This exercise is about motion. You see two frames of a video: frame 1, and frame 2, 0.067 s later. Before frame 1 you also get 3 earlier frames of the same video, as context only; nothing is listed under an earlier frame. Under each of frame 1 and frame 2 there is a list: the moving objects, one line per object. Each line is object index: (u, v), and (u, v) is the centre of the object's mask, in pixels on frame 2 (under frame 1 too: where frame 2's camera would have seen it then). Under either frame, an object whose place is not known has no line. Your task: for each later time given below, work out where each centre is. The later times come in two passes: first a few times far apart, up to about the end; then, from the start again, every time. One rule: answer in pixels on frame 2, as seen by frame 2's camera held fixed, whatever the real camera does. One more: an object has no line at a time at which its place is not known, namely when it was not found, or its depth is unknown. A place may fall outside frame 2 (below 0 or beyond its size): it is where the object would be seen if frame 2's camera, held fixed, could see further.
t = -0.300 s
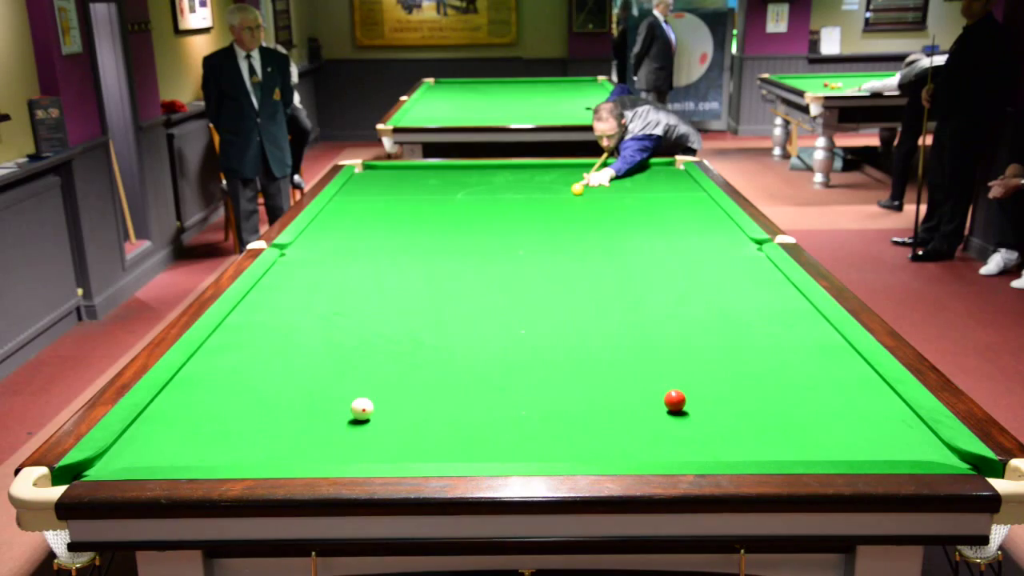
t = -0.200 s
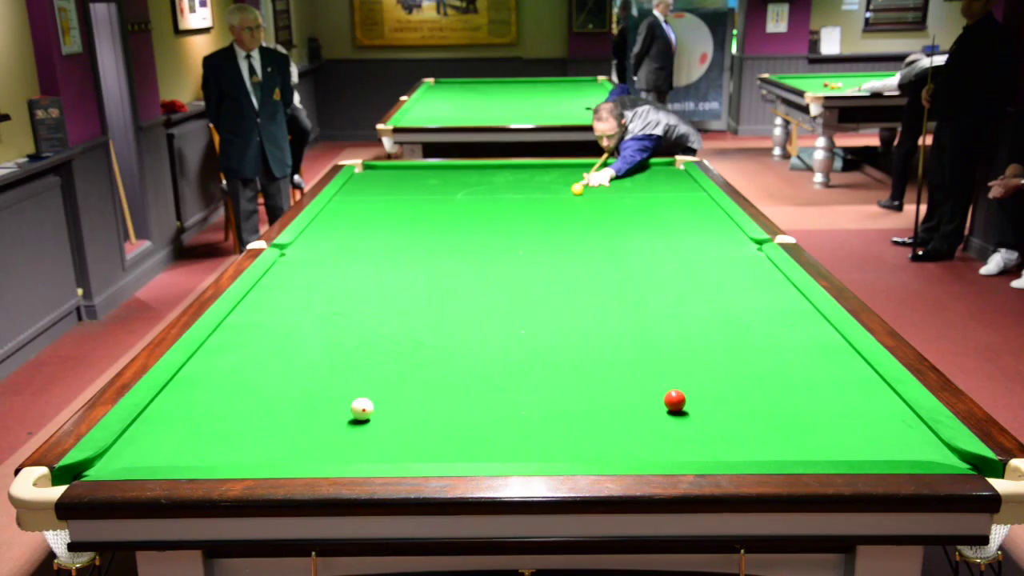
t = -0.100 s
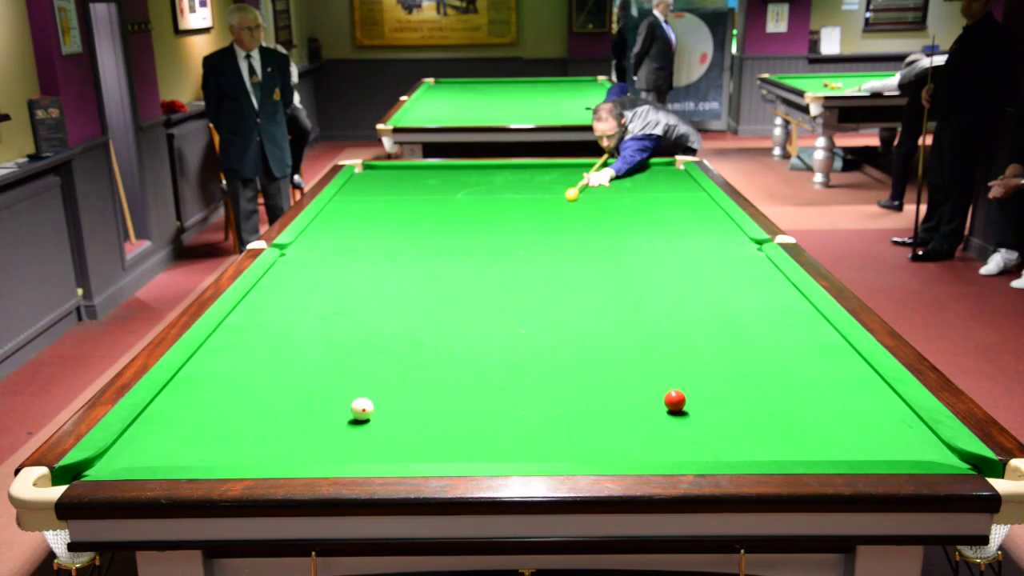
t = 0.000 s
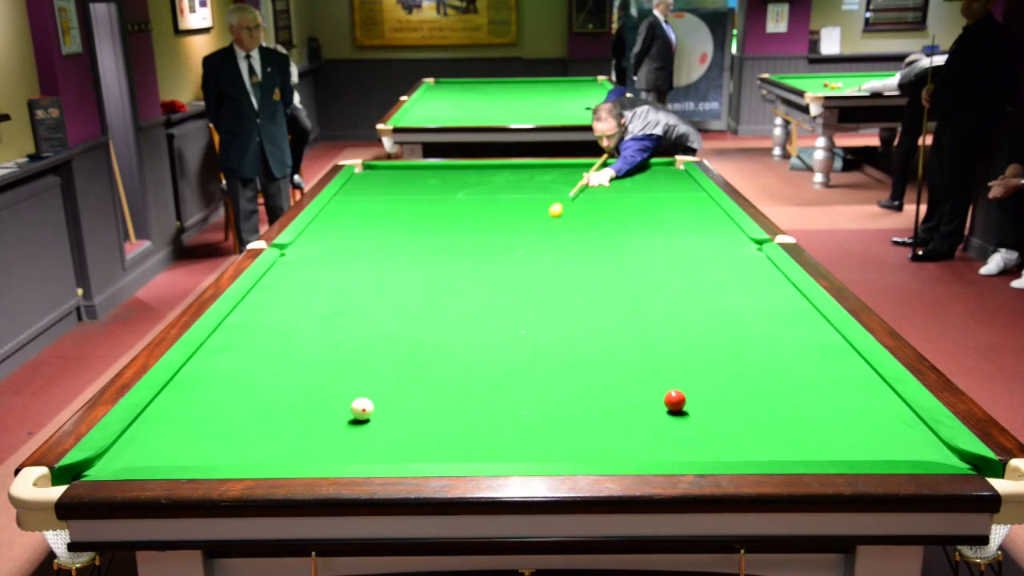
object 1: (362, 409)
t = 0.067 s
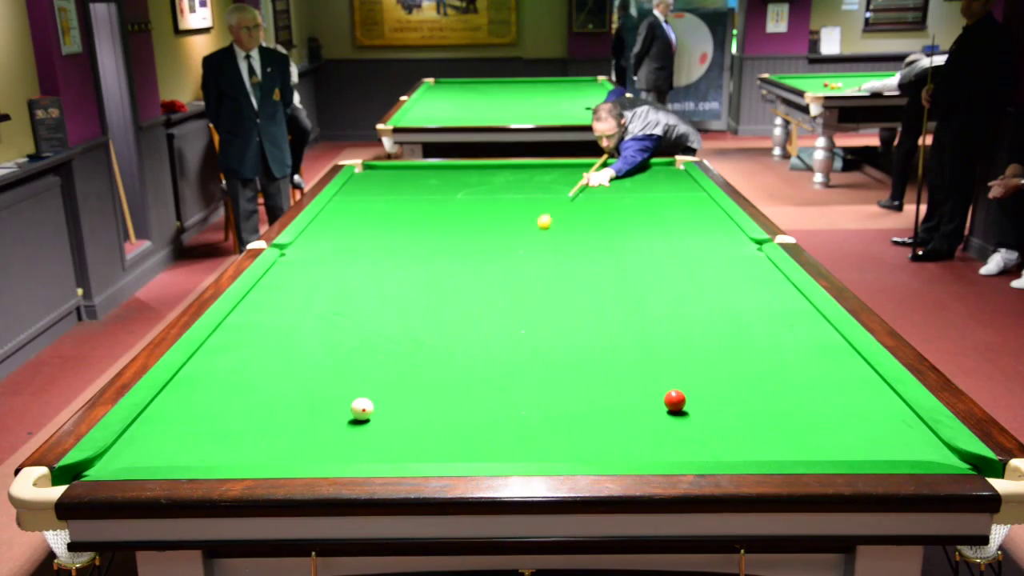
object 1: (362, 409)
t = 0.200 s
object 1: (362, 409)
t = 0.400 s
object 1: (362, 409)
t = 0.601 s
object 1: (362, 409)
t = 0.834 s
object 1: (361, 451)
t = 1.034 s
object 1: (388, 408)
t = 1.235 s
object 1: (410, 364)
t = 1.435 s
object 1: (427, 329)
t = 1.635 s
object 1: (441, 300)
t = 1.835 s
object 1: (452, 276)
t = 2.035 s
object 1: (463, 256)
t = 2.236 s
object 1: (471, 239)
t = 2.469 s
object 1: (480, 221)
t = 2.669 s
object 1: (487, 208)
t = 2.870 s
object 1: (492, 197)
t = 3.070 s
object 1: (497, 186)
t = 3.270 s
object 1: (502, 177)
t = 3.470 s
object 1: (506, 169)
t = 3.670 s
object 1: (509, 166)
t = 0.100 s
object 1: (362, 409)
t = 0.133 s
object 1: (362, 409)
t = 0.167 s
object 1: (362, 409)
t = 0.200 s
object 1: (362, 409)
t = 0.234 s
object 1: (362, 409)
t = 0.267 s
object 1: (362, 409)
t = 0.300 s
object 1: (362, 409)
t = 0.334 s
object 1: (362, 409)
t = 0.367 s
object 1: (362, 409)
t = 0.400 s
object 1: (362, 409)
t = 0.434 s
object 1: (362, 409)
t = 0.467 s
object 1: (362, 409)
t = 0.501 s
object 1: (362, 409)
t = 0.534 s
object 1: (362, 409)
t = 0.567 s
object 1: (362, 409)
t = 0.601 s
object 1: (362, 409)
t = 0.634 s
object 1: (362, 409)
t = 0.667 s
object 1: (362, 409)
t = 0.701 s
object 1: (362, 409)
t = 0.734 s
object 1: (361, 410)
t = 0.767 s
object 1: (361, 422)
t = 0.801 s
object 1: (361, 437)
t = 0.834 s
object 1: (361, 451)
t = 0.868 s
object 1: (363, 454)
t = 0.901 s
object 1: (369, 447)
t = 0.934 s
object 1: (374, 435)
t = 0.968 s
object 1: (379, 425)
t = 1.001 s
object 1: (383, 416)
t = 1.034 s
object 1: (388, 408)
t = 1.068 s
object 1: (391, 400)
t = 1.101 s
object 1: (395, 392)
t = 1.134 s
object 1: (399, 384)
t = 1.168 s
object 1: (403, 377)
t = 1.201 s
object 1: (406, 371)
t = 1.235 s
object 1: (410, 364)
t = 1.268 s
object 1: (413, 357)
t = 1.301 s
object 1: (415, 351)
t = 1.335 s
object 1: (418, 345)
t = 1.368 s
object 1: (421, 340)
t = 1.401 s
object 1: (424, 334)
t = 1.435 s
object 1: (427, 329)
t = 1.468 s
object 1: (429, 323)
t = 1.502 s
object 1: (432, 318)
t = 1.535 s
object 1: (434, 314)
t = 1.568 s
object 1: (437, 309)
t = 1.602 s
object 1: (439, 304)
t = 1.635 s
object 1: (441, 300)
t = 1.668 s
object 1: (443, 296)
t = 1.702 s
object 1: (445, 292)
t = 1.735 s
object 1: (447, 288)
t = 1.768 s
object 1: (449, 284)
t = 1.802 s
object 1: (451, 280)
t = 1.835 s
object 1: (452, 276)
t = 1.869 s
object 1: (455, 273)
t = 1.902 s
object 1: (456, 269)
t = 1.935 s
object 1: (458, 266)
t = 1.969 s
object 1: (460, 262)
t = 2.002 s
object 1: (461, 259)
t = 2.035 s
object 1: (463, 256)
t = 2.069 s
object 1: (464, 253)
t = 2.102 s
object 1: (466, 250)
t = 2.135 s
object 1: (467, 247)
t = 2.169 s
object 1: (469, 244)
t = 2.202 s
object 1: (470, 241)
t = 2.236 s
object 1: (471, 239)
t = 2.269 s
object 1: (473, 236)
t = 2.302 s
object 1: (474, 233)
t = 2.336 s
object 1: (475, 231)
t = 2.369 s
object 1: (477, 228)
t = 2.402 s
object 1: (478, 226)
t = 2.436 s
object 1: (479, 223)
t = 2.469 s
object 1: (480, 221)
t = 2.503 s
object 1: (481, 219)
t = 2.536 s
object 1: (482, 217)
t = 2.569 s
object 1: (483, 215)
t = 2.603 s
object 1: (484, 212)
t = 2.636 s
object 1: (486, 210)
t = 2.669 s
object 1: (487, 208)
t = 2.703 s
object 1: (488, 206)
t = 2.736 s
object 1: (489, 204)
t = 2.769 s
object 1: (489, 202)
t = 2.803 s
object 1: (490, 200)
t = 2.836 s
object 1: (491, 199)
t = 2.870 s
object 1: (492, 197)
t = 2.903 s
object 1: (493, 195)
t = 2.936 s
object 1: (494, 193)
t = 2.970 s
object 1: (495, 191)
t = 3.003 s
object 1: (495, 190)
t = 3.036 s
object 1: (496, 188)
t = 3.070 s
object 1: (497, 186)
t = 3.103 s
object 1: (498, 185)
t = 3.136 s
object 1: (499, 183)
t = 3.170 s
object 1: (499, 182)
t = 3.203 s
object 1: (500, 180)
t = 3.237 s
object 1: (501, 179)
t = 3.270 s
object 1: (502, 177)
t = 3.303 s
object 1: (502, 176)
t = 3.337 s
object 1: (503, 174)
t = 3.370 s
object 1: (504, 173)
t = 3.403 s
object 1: (504, 172)
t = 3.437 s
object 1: (505, 170)
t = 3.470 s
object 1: (506, 169)
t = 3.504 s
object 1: (506, 168)
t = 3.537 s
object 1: (507, 167)
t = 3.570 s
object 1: (507, 166)
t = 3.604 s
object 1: (508, 165)
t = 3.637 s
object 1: (508, 165)
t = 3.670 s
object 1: (509, 166)
